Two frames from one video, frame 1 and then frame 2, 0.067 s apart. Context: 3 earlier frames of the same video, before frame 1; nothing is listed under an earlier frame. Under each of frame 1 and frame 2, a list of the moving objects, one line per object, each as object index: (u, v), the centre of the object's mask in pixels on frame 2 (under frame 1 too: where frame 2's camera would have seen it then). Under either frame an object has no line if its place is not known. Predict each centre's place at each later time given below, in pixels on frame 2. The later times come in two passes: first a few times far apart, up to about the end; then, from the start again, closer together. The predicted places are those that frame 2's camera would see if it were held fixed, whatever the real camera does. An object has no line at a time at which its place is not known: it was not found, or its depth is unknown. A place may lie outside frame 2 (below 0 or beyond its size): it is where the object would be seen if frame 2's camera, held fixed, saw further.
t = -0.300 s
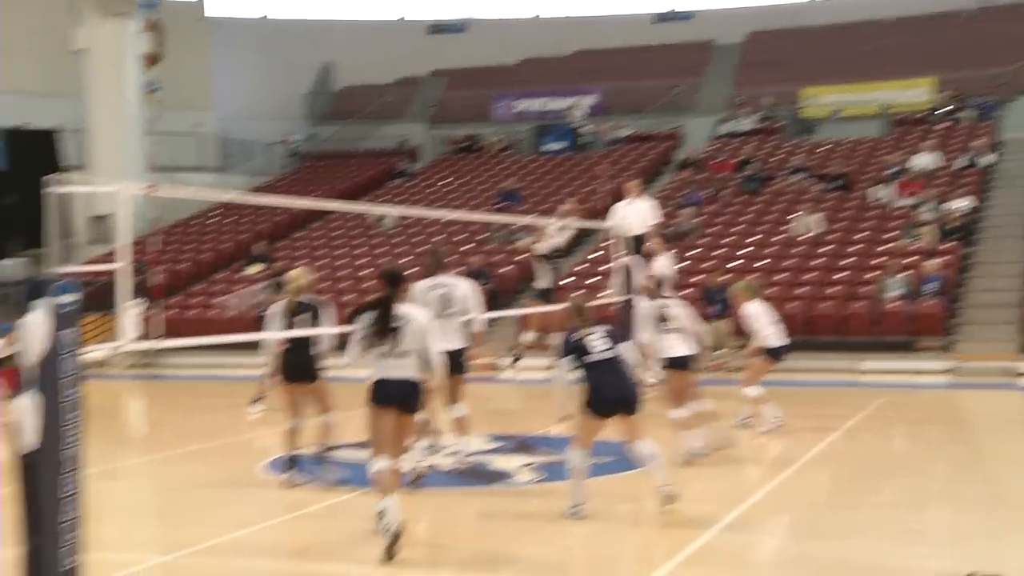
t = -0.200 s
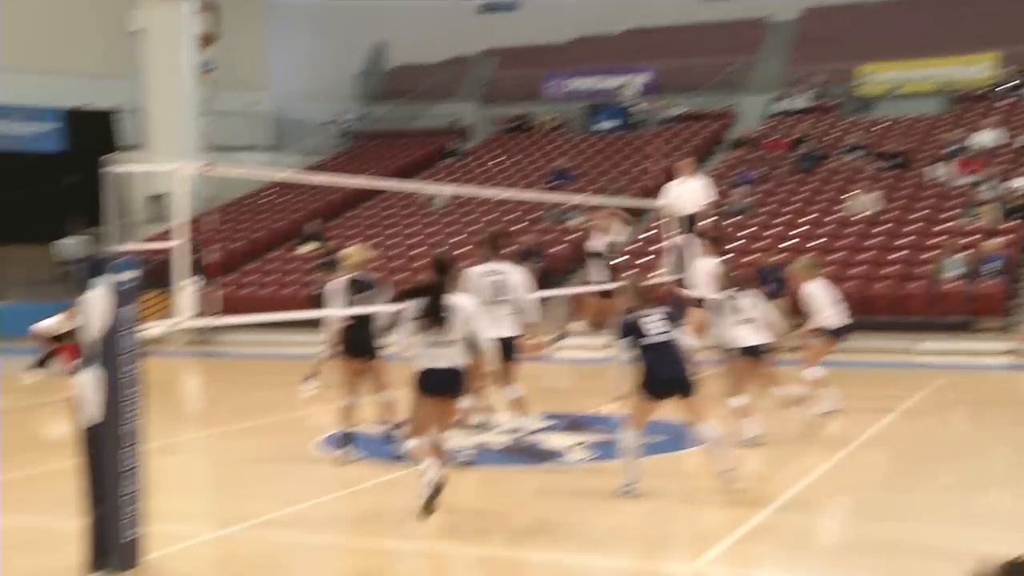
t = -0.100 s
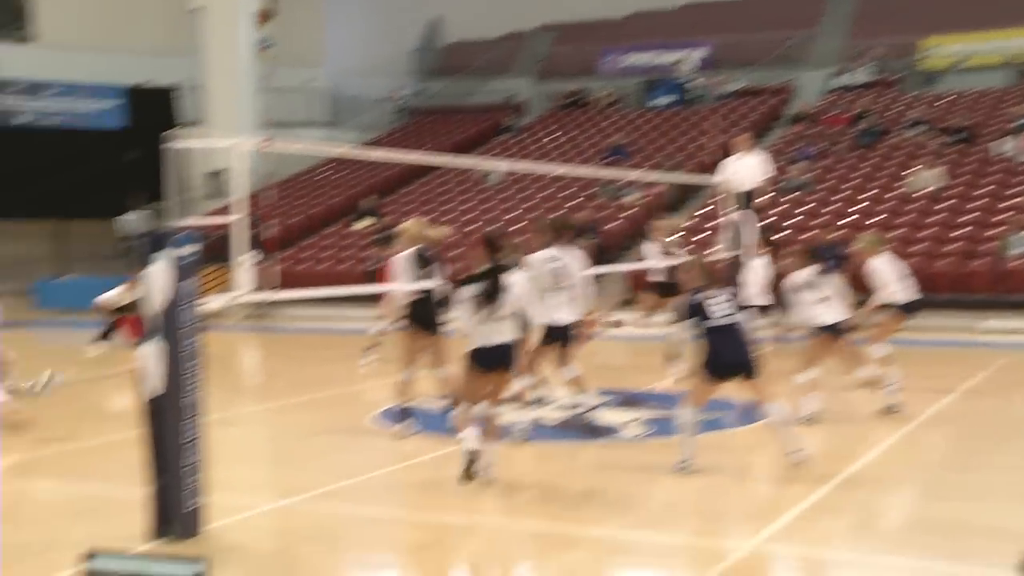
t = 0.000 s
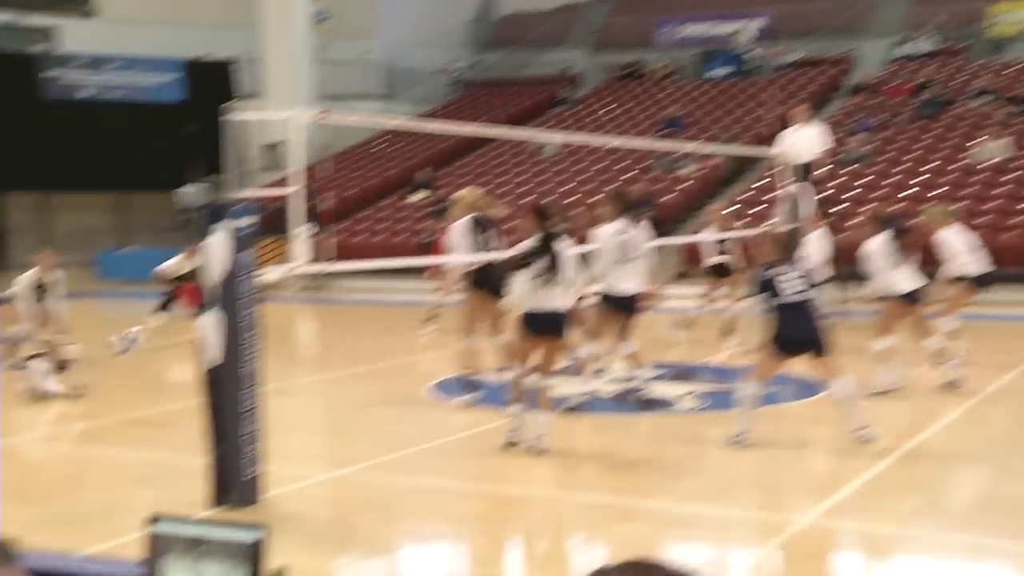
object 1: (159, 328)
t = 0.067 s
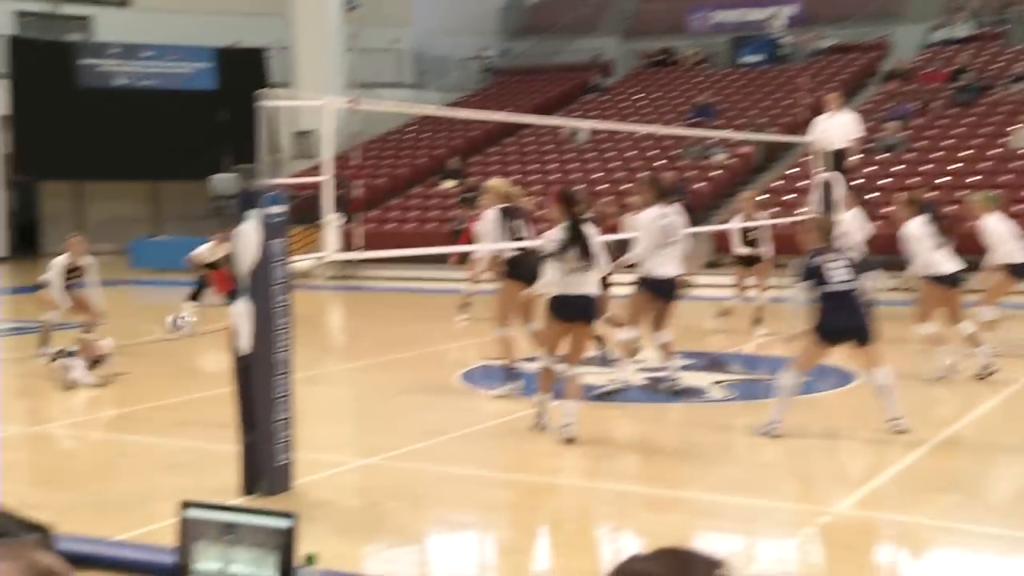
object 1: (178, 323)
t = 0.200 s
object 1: (218, 332)
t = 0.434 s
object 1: (351, 395)
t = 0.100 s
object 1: (191, 324)
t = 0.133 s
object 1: (199, 326)
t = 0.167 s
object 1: (210, 330)
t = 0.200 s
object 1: (218, 332)
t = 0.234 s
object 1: (223, 341)
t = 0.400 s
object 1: (316, 392)
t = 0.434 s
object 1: (351, 395)
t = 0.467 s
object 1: (385, 401)
